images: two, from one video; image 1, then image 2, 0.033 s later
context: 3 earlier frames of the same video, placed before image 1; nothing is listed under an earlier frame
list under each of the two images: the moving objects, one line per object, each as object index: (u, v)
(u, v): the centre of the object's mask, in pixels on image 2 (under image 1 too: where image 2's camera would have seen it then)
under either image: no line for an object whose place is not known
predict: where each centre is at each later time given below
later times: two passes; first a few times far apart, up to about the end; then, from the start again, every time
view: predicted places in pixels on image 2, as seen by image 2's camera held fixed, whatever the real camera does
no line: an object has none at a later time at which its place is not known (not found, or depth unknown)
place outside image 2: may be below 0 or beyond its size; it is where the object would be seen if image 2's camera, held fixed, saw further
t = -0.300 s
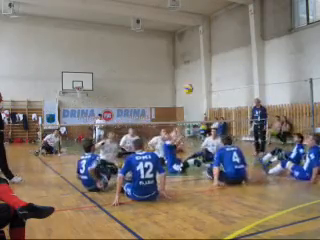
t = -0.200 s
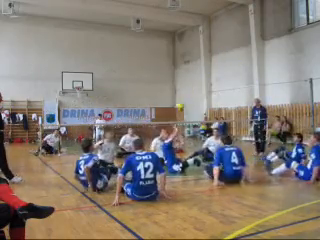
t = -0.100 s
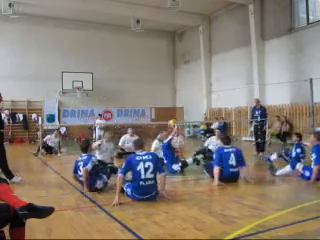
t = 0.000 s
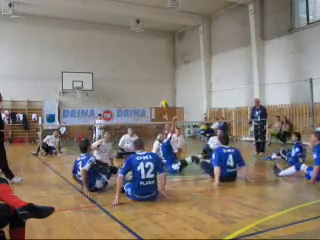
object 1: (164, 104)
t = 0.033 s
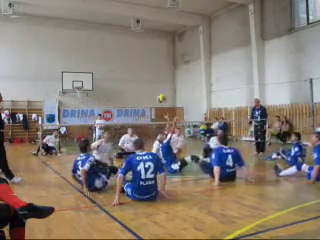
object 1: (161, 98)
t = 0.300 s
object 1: (139, 64)
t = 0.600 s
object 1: (114, 63)
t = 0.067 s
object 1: (158, 92)
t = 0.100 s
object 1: (156, 86)
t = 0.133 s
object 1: (153, 81)
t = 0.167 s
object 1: (150, 77)
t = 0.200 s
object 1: (147, 73)
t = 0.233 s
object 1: (144, 69)
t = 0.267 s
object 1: (141, 66)
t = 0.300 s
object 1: (139, 64)
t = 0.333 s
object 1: (136, 62)
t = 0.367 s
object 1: (134, 60)
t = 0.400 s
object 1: (131, 59)
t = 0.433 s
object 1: (128, 58)
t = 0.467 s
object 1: (125, 58)
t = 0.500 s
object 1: (122, 58)
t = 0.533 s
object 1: (119, 59)
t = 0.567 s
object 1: (116, 60)
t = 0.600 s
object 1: (114, 63)
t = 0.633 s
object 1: (111, 65)
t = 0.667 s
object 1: (109, 66)
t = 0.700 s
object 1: (105, 71)
